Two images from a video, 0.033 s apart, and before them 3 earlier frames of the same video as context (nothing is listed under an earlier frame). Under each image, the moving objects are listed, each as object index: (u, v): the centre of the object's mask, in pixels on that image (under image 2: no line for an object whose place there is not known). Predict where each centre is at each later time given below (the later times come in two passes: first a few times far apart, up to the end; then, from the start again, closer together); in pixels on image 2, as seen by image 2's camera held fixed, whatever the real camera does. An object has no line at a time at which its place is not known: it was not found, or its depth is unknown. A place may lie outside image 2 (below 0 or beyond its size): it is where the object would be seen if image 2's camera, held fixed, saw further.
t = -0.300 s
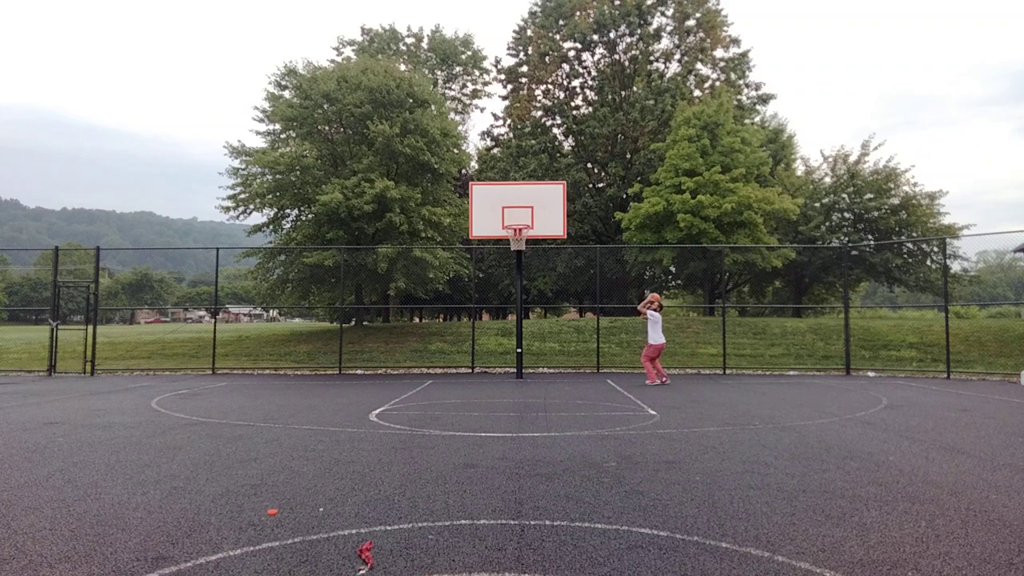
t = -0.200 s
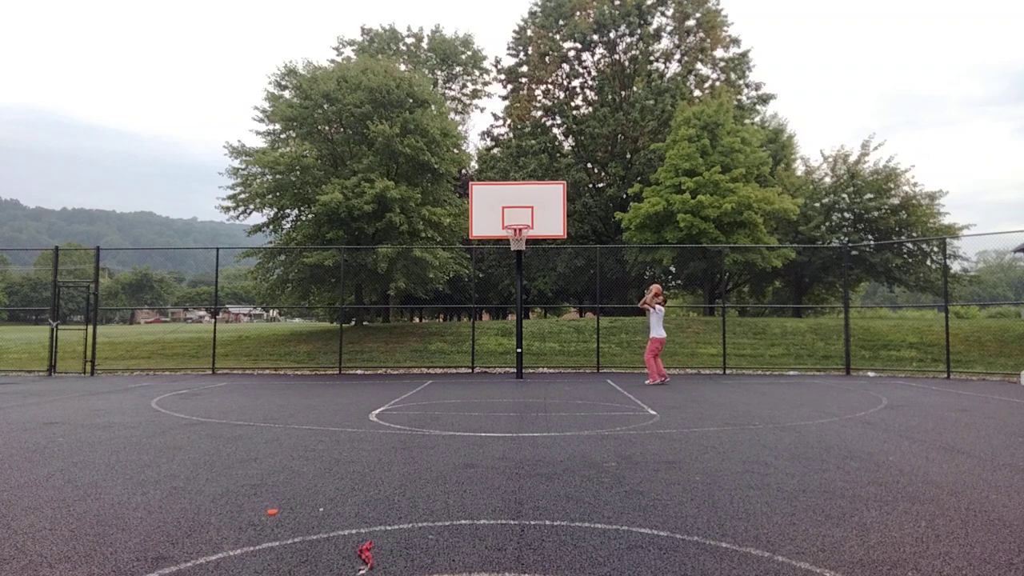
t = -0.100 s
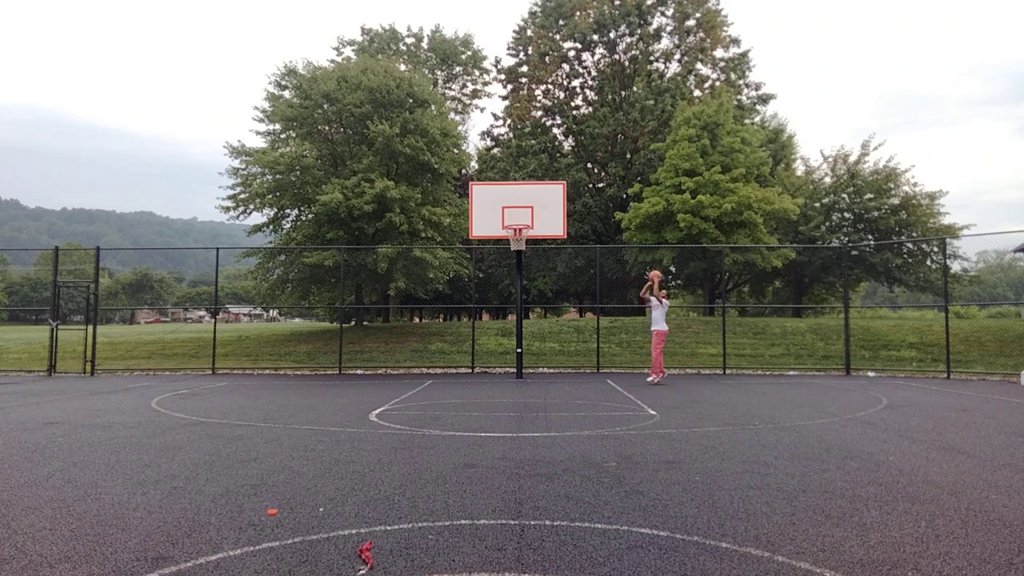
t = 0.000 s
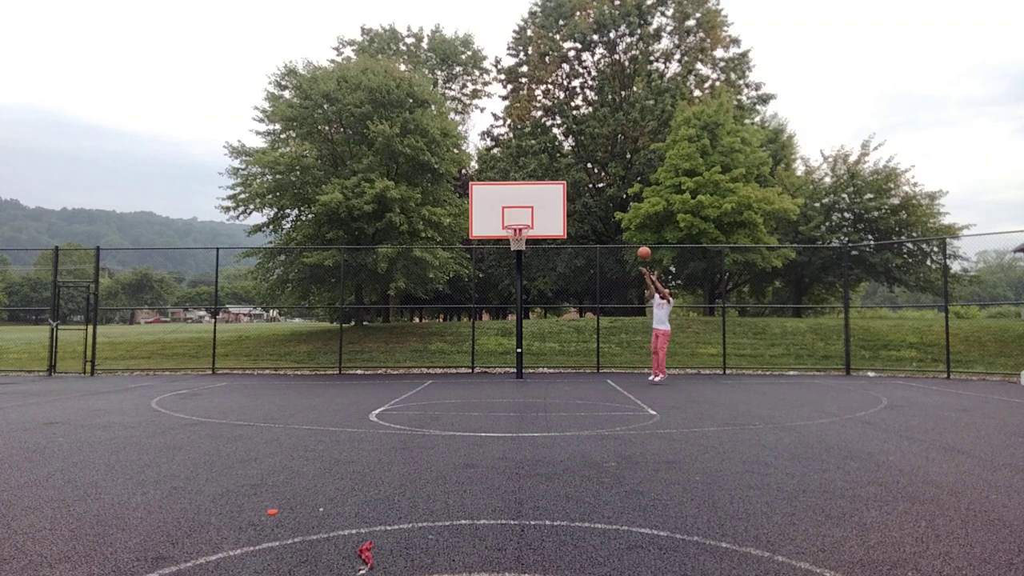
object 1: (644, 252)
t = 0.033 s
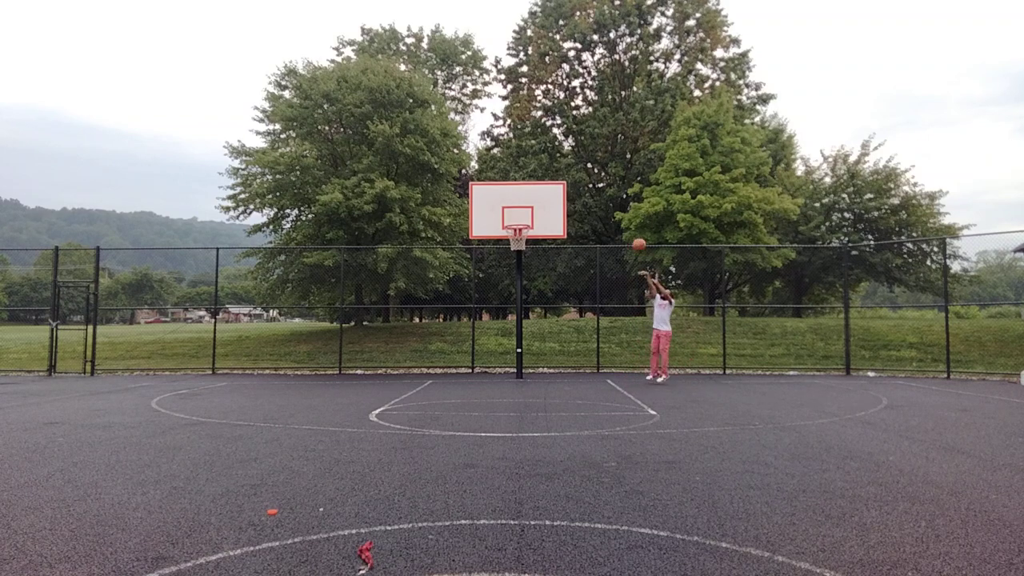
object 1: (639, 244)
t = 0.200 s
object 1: (614, 212)
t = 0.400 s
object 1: (584, 192)
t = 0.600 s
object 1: (553, 192)
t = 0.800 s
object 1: (522, 212)
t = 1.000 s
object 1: (495, 222)
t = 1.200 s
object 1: (468, 246)
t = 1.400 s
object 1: (439, 295)
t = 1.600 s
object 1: (407, 374)
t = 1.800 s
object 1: (386, 347)
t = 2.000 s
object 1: (366, 312)
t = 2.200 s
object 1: (344, 302)
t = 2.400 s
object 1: (321, 318)
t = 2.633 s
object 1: (292, 374)
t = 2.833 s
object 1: (266, 373)
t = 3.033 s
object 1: (239, 350)
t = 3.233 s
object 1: (210, 356)
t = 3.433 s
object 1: (179, 393)
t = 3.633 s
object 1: (148, 385)
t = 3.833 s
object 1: (116, 379)
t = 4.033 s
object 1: (81, 406)
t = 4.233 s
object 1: (45, 396)
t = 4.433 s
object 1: (9, 405)
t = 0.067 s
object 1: (634, 237)
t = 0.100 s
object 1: (629, 230)
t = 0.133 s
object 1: (624, 224)
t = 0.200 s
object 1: (614, 212)
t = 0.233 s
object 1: (609, 208)
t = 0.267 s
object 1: (604, 203)
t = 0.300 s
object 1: (599, 199)
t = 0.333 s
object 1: (594, 196)
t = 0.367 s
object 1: (589, 194)
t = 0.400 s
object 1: (584, 192)
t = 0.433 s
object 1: (579, 191)
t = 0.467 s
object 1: (574, 189)
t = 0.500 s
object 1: (569, 189)
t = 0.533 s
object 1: (564, 189)
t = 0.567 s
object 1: (559, 190)
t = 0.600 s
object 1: (553, 192)
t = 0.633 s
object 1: (548, 193)
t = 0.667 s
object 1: (543, 196)
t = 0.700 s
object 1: (538, 199)
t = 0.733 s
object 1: (533, 203)
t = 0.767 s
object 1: (527, 207)
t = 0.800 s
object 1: (522, 212)
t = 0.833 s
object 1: (517, 217)
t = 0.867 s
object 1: (512, 219)
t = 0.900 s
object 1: (508, 219)
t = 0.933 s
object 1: (504, 219)
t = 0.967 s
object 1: (500, 220)
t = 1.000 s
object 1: (495, 222)
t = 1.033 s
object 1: (491, 224)
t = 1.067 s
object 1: (487, 227)
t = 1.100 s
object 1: (482, 231)
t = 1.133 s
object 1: (478, 236)
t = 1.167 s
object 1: (473, 240)
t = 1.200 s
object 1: (468, 246)
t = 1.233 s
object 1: (464, 252)
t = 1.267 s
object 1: (459, 259)
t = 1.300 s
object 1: (454, 267)
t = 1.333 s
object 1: (449, 276)
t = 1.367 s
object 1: (444, 285)
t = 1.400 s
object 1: (439, 295)
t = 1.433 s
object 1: (434, 306)
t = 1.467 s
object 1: (429, 318)
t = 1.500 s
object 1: (424, 331)
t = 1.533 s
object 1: (418, 344)
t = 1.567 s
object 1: (413, 358)
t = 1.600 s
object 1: (407, 374)
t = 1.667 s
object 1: (398, 384)
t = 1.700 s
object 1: (395, 373)
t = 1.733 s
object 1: (392, 364)
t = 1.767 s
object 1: (389, 355)
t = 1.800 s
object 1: (386, 347)
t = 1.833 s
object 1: (382, 339)
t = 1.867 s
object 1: (379, 332)
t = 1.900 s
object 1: (376, 326)
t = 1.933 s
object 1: (372, 321)
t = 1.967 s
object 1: (369, 316)
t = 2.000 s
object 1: (366, 312)
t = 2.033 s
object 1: (362, 308)
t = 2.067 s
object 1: (359, 305)
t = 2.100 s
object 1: (355, 303)
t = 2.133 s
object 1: (351, 302)
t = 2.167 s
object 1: (348, 301)
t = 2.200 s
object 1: (344, 302)
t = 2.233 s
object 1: (340, 302)
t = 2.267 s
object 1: (337, 304)
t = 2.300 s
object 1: (333, 306)
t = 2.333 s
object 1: (329, 309)
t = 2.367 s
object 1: (325, 314)
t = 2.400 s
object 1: (321, 318)
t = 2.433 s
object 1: (317, 324)
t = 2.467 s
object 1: (313, 330)
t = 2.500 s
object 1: (309, 337)
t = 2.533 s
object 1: (305, 345)
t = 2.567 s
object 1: (301, 354)
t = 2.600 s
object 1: (296, 363)
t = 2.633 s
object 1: (292, 374)
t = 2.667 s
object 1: (288, 386)
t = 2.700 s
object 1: (283, 399)
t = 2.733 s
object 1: (279, 395)
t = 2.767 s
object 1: (275, 387)
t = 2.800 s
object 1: (271, 379)
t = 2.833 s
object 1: (266, 373)
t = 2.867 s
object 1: (262, 367)
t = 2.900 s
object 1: (258, 362)
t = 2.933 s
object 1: (253, 358)
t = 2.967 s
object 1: (248, 354)
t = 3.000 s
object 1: (244, 352)
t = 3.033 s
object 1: (239, 350)
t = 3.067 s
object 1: (235, 349)
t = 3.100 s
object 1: (230, 348)
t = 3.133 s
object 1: (225, 349)
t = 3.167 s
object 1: (220, 350)
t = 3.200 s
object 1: (215, 352)
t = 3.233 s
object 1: (210, 356)
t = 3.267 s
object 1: (205, 360)
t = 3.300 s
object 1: (200, 364)
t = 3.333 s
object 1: (195, 370)
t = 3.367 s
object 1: (189, 377)
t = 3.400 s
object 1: (184, 384)
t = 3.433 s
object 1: (179, 393)
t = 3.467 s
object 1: (173, 402)
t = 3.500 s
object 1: (168, 406)
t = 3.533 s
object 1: (163, 400)
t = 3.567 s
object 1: (158, 394)
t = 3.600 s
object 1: (153, 389)
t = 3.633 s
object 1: (148, 385)
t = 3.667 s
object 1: (143, 382)
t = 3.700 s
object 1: (138, 380)
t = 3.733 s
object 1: (132, 378)
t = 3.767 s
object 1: (127, 378)
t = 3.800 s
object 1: (121, 378)
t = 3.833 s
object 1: (116, 379)
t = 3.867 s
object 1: (110, 382)
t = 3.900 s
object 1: (104, 384)
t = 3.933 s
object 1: (99, 388)
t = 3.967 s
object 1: (93, 393)
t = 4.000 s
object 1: (87, 399)
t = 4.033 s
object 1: (81, 406)
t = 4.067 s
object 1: (75, 414)
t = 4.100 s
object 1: (69, 409)
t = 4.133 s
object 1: (63, 404)
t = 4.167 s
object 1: (57, 401)
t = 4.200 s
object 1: (51, 398)
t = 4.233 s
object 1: (45, 396)
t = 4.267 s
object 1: (39, 395)
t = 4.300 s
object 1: (33, 395)
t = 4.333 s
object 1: (26, 396)
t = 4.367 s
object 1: (20, 398)
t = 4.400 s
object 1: (13, 401)
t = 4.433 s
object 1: (9, 405)
